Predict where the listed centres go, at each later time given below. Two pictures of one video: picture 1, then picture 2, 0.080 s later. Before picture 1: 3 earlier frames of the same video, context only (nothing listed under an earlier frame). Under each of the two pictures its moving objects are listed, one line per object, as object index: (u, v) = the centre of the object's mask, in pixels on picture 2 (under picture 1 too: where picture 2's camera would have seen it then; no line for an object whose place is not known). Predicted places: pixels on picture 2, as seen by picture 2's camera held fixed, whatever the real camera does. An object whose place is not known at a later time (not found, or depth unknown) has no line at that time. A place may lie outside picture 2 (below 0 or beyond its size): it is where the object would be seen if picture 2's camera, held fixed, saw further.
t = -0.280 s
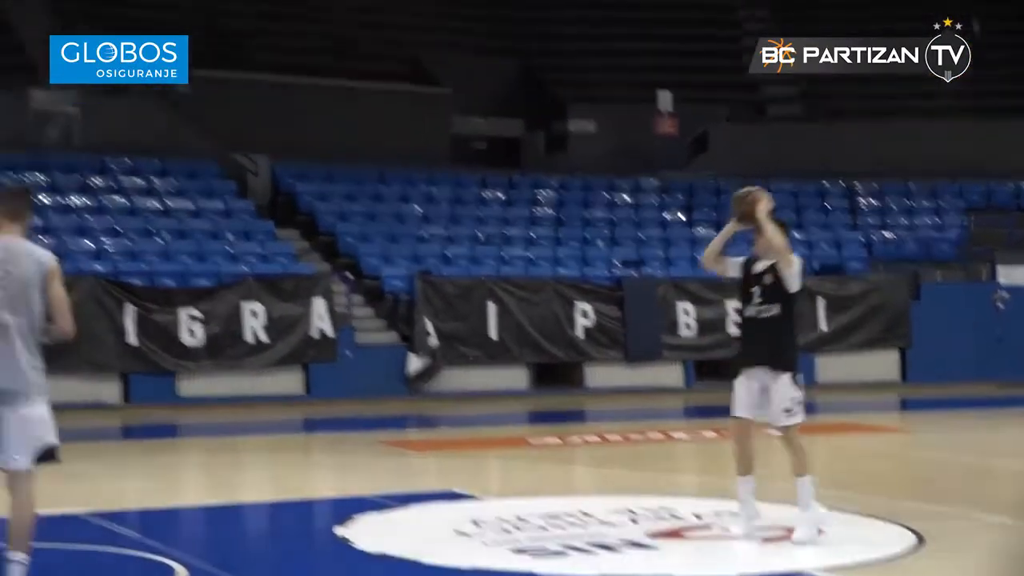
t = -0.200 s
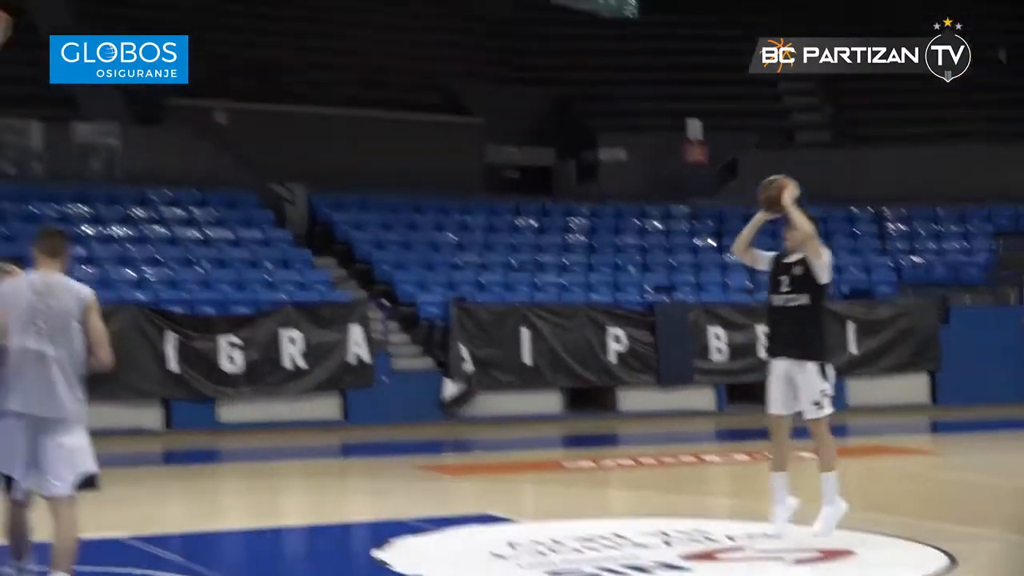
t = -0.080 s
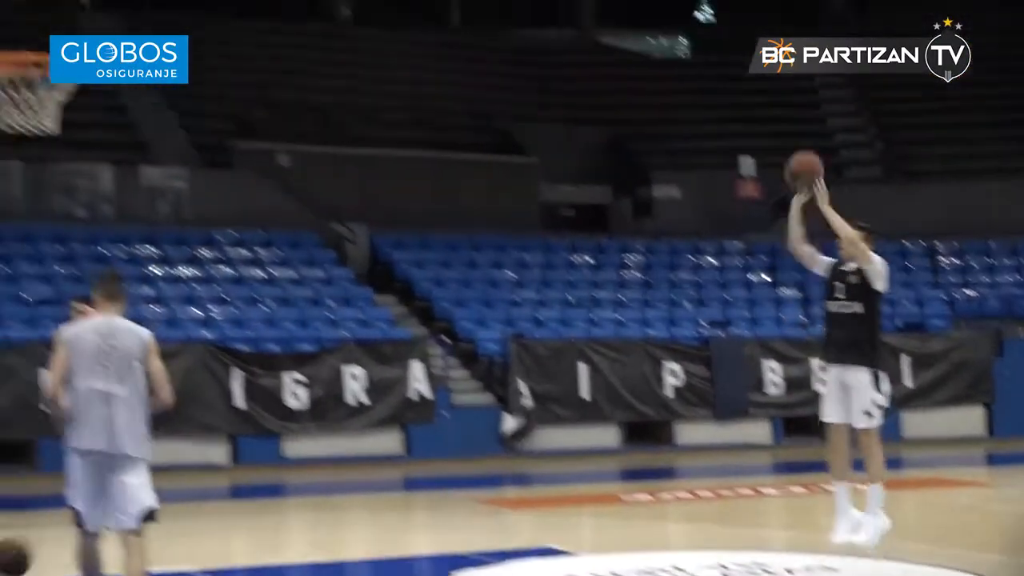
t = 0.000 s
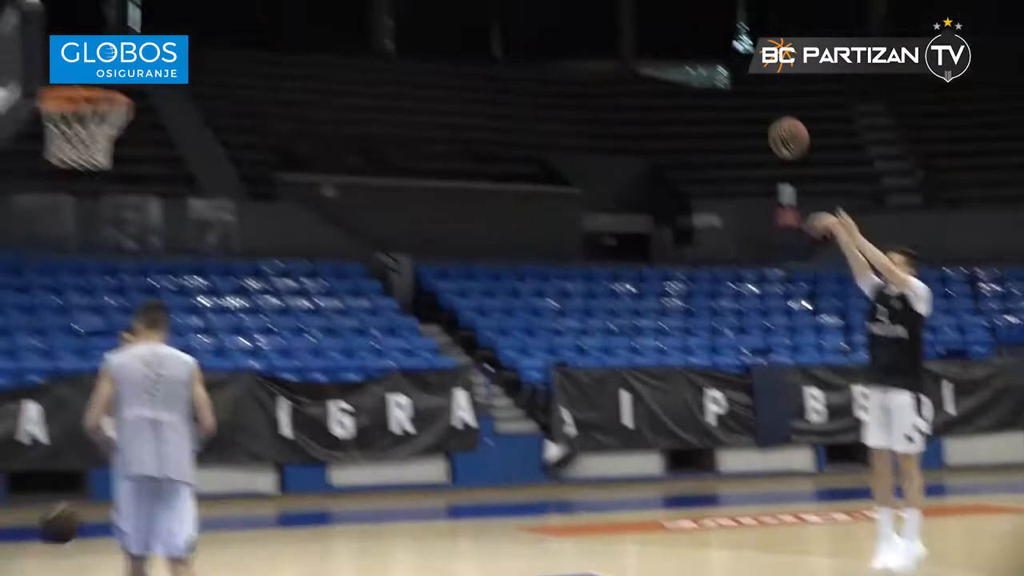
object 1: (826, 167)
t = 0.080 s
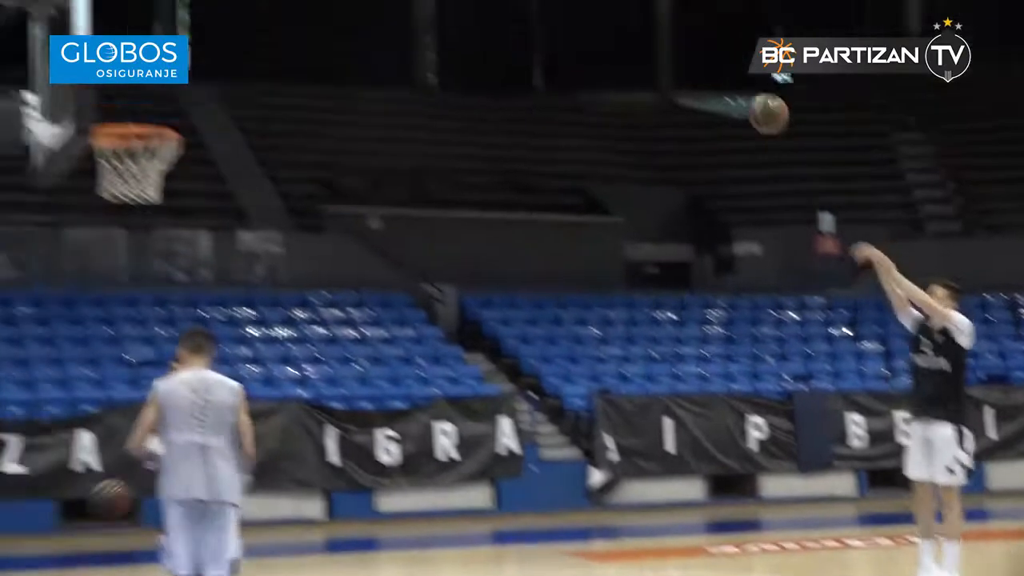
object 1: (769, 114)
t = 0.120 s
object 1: (739, 91)
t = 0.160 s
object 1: (709, 71)
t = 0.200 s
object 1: (680, 54)
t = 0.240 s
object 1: (651, 39)
